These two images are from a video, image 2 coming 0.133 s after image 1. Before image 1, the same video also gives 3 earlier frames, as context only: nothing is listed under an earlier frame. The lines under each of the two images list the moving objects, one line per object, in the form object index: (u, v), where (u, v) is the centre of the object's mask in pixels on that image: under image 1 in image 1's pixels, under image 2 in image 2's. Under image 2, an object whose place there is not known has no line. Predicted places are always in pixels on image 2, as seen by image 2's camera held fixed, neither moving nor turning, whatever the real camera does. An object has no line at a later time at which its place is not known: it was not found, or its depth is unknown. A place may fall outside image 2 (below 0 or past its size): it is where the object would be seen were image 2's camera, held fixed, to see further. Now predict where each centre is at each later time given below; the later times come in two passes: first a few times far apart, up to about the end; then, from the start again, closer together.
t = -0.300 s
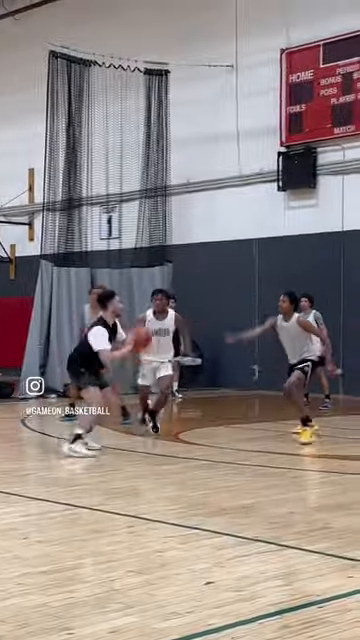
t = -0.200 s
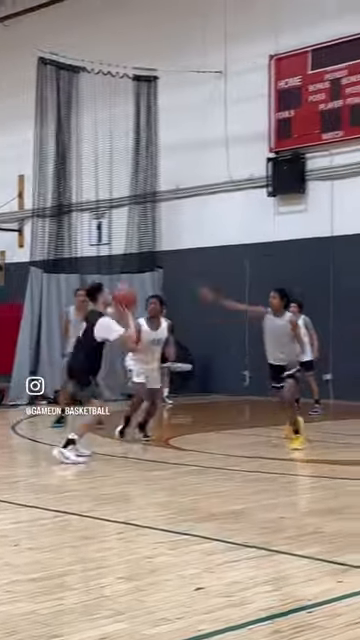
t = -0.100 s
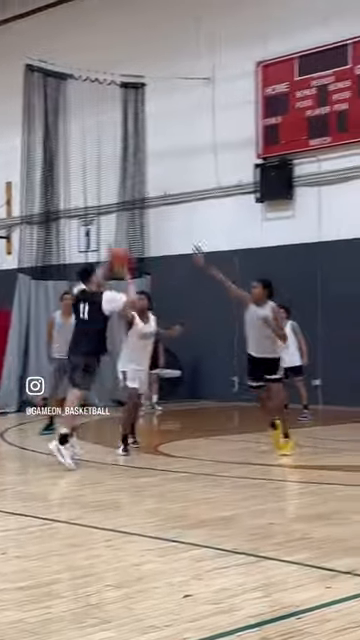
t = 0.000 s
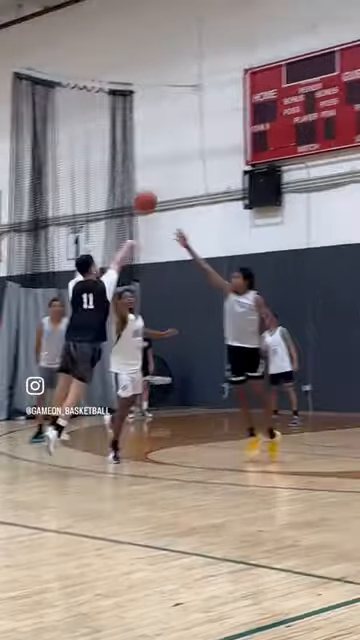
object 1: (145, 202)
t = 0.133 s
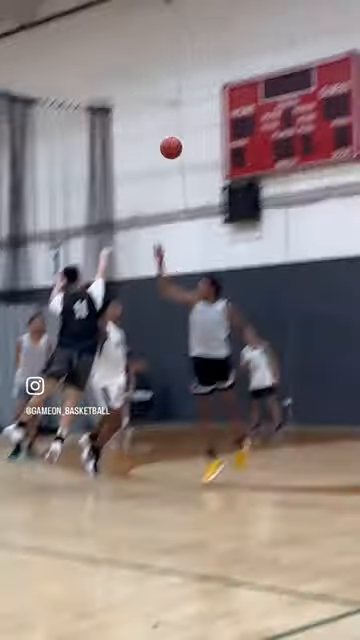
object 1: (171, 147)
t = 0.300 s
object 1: (222, 91)
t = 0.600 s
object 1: (308, 56)
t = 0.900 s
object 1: (381, 91)
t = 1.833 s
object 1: (417, 401)
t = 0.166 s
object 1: (182, 134)
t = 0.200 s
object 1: (193, 121)
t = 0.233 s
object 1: (203, 110)
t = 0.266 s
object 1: (213, 100)
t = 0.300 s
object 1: (222, 91)
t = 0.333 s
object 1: (234, 84)
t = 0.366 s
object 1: (244, 76)
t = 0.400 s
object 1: (253, 70)
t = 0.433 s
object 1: (263, 66)
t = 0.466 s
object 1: (272, 62)
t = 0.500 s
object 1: (281, 59)
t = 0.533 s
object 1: (290, 57)
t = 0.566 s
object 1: (299, 56)
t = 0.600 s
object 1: (308, 56)
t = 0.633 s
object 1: (317, 57)
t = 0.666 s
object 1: (325, 57)
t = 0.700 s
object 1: (333, 59)
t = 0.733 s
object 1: (342, 62)
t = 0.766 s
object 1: (349, 65)
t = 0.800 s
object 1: (358, 72)
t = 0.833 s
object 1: (366, 78)
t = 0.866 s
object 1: (373, 84)
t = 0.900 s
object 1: (381, 91)
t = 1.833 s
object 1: (417, 401)
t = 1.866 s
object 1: (414, 419)
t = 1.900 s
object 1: (414, 435)
